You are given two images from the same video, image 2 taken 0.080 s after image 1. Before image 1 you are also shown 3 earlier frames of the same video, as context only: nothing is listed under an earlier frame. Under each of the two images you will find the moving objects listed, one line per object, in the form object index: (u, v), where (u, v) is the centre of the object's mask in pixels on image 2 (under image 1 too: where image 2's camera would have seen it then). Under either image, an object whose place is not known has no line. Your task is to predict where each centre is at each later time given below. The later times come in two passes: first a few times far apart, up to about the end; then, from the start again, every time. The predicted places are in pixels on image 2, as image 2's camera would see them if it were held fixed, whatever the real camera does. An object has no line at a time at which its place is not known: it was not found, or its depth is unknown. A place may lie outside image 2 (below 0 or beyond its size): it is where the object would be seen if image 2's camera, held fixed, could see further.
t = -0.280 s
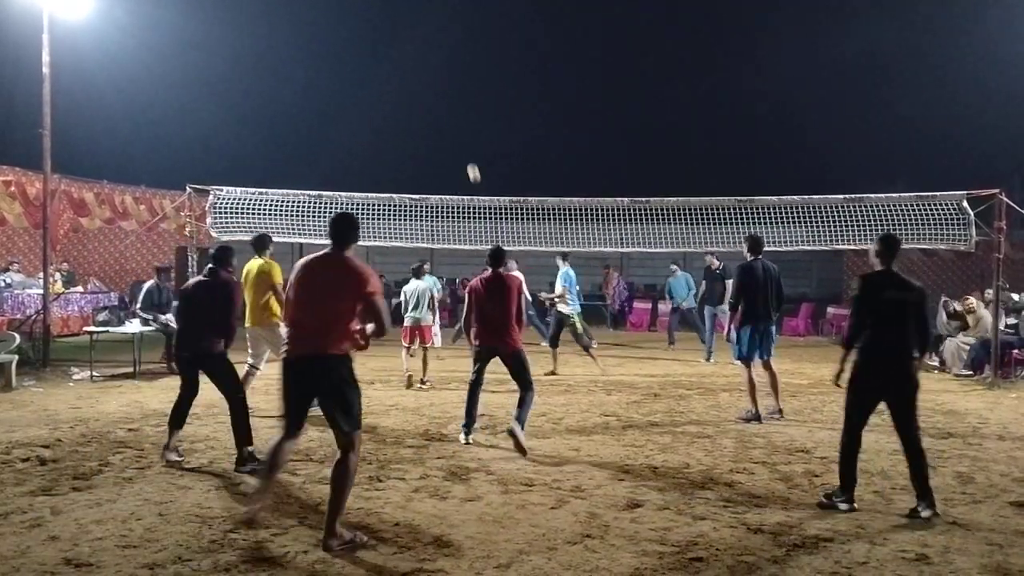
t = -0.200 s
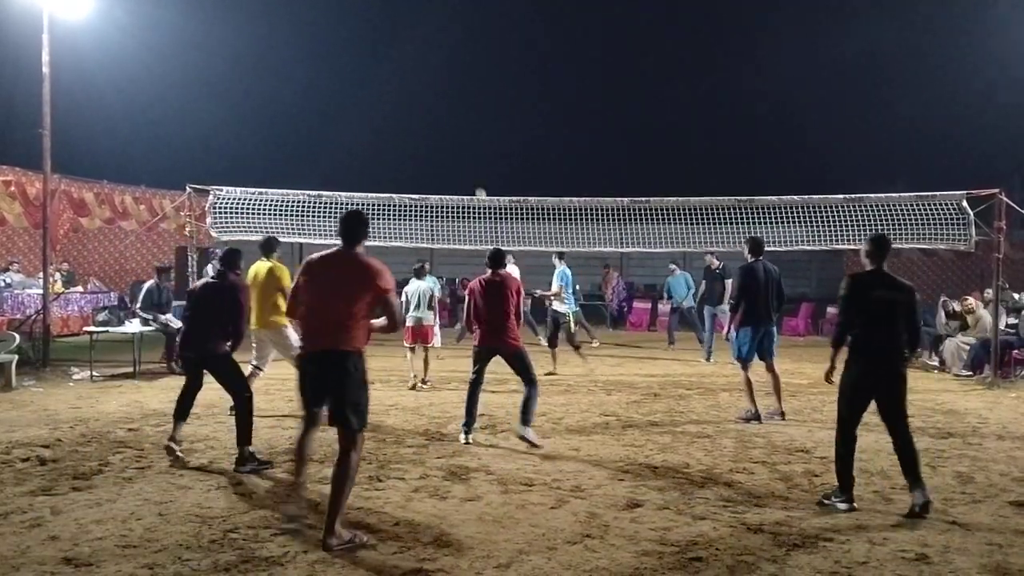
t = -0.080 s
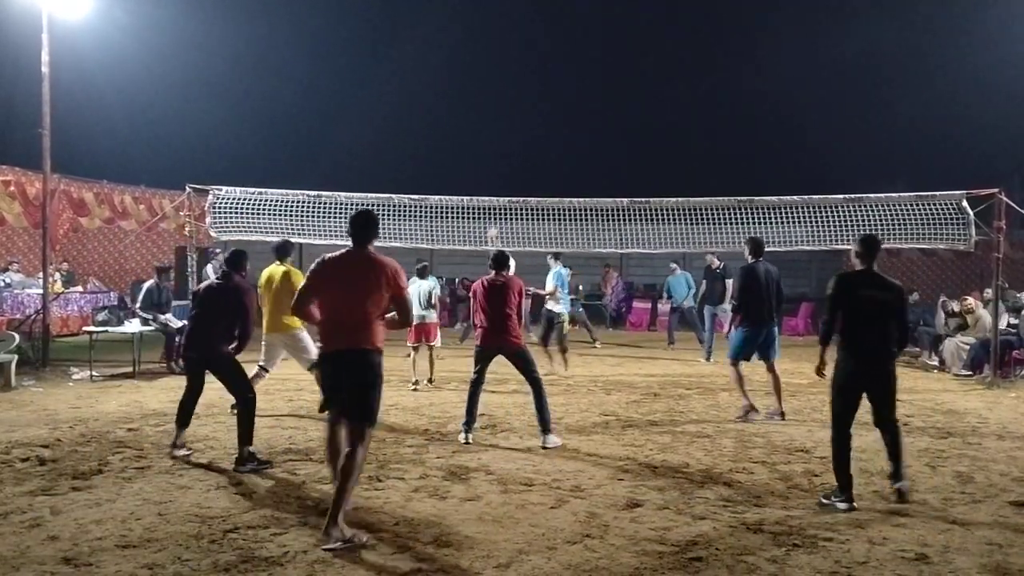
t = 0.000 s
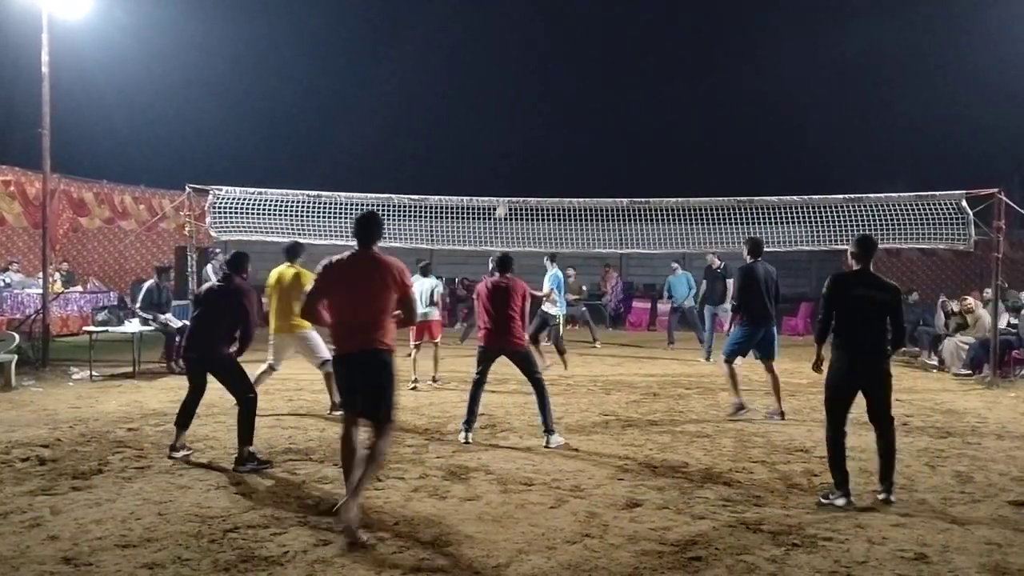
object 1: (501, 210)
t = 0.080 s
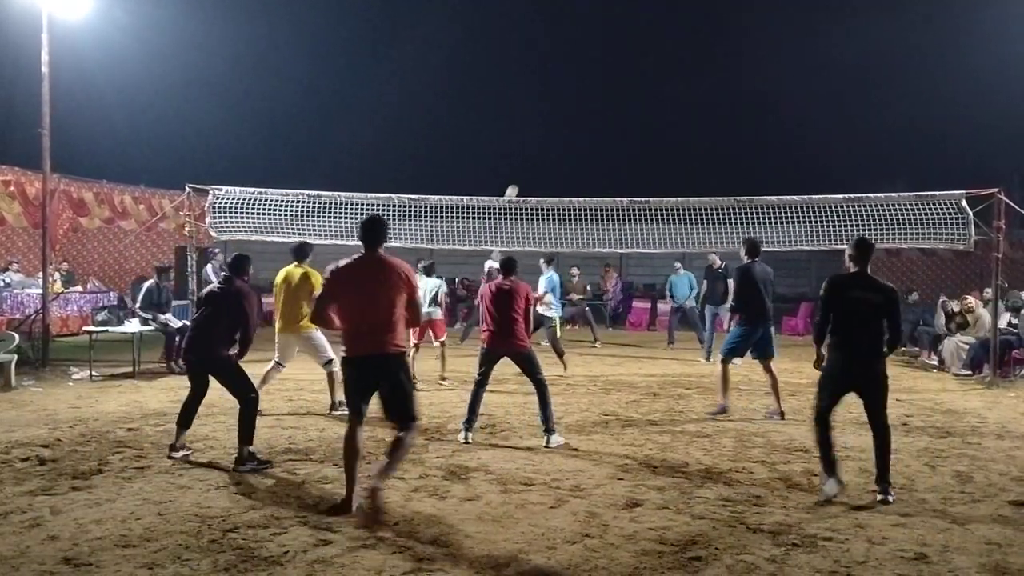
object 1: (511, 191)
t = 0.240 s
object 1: (534, 163)
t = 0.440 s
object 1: (574, 147)
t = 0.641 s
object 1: (630, 165)
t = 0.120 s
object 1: (516, 185)
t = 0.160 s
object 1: (522, 177)
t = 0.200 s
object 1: (528, 169)
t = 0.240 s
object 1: (534, 163)
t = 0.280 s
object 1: (541, 158)
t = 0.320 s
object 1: (549, 154)
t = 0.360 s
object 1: (557, 151)
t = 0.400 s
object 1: (565, 148)
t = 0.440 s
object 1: (574, 147)
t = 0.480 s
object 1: (584, 148)
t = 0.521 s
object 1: (595, 149)
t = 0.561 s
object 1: (606, 153)
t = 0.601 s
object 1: (618, 158)
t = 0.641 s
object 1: (630, 165)
